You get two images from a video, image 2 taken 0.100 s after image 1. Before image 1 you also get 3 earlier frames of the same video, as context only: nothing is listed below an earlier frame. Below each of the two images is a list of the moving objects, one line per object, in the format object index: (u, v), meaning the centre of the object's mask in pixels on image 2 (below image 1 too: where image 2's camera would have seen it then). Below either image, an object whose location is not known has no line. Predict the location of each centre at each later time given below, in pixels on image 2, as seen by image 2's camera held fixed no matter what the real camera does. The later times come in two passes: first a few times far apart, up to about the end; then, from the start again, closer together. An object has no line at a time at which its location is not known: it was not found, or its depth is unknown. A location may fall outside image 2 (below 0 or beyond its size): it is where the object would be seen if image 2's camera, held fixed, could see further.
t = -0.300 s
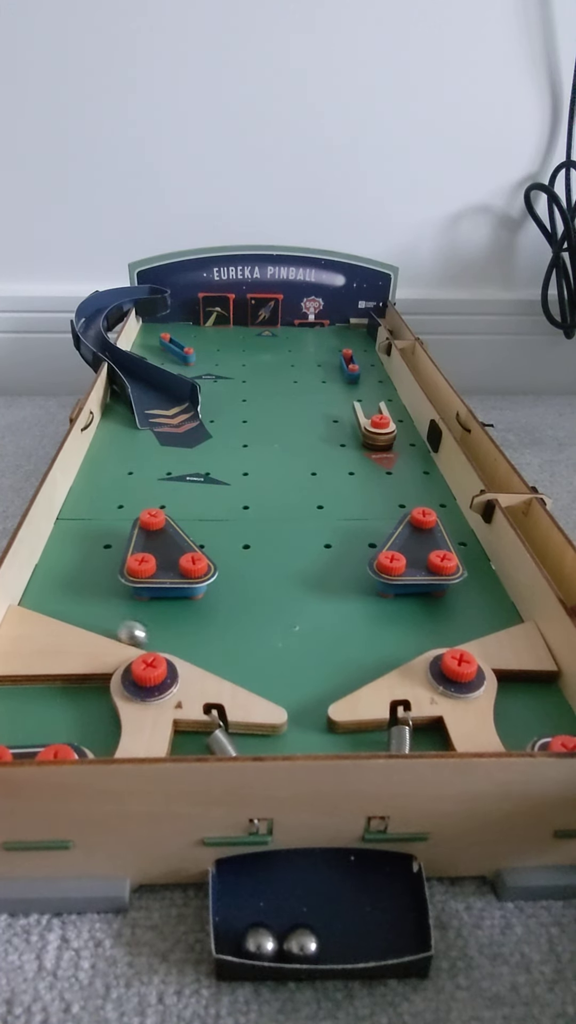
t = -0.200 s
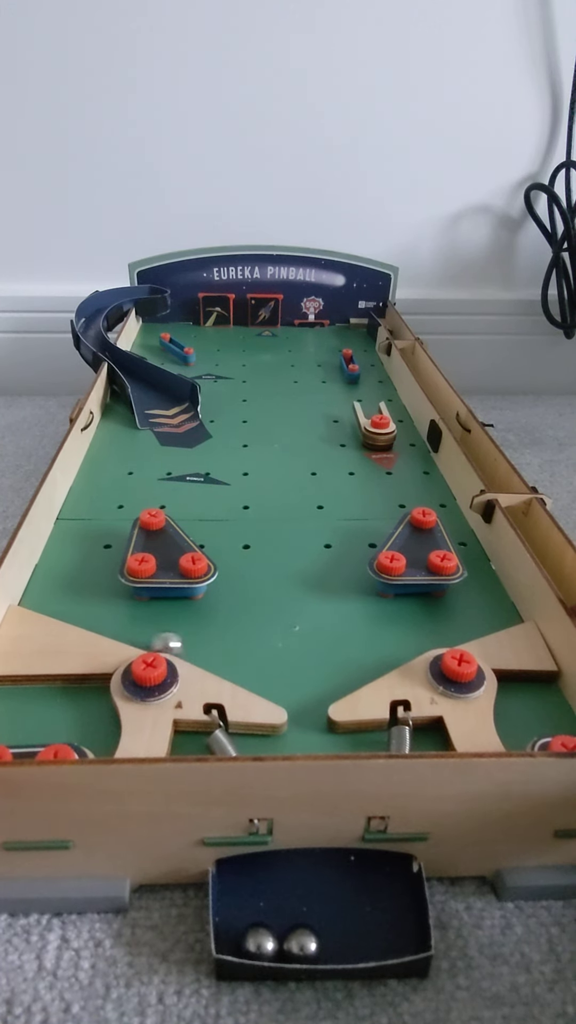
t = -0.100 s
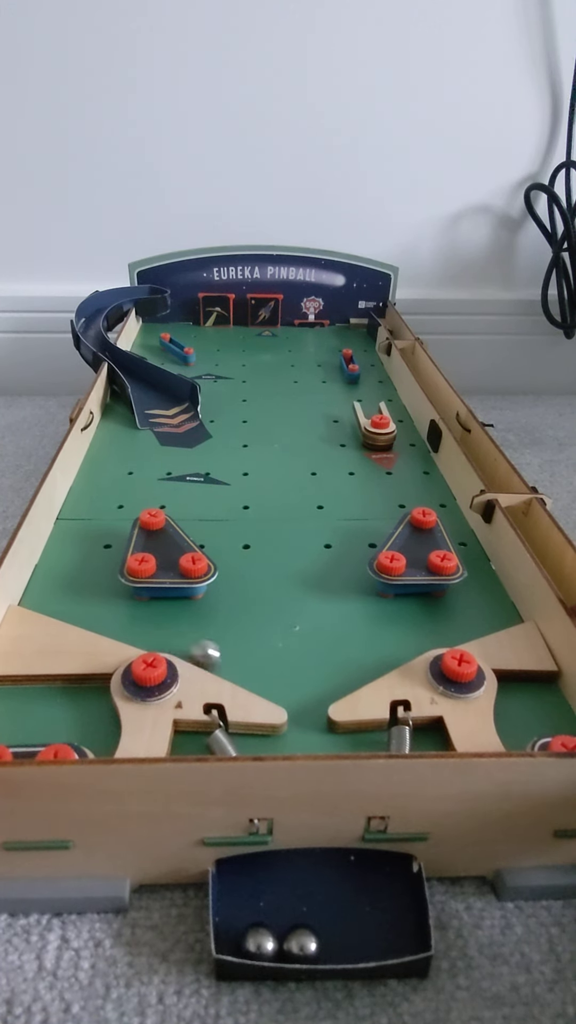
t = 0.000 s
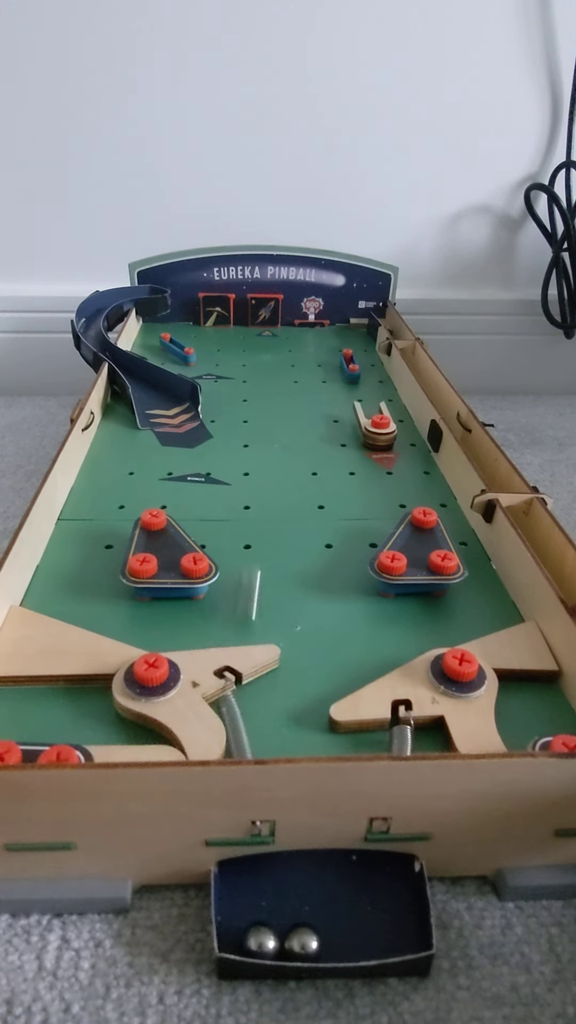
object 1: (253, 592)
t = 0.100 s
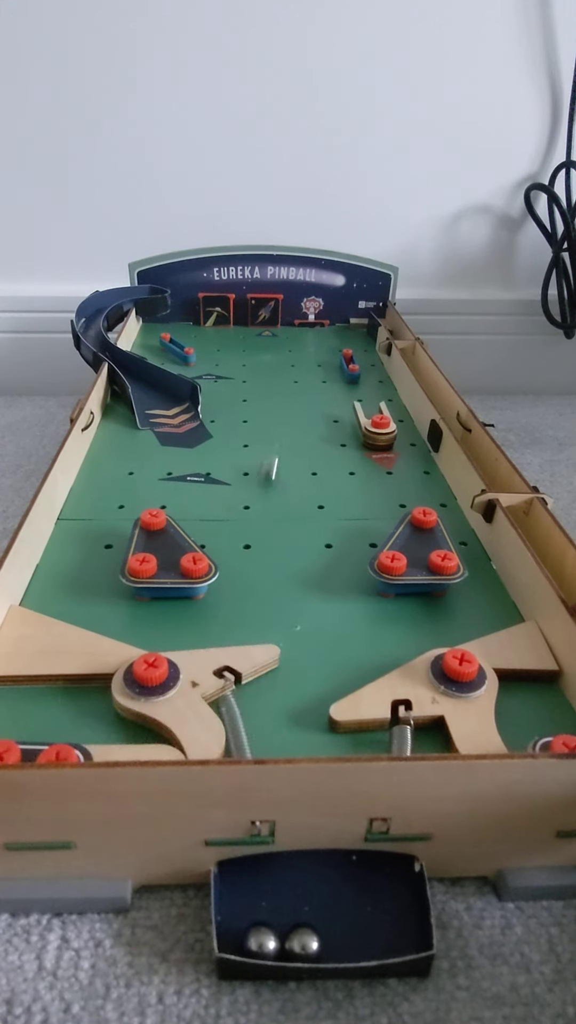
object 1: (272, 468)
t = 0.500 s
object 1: (315, 330)
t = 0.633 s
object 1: (323, 326)
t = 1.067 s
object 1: (358, 344)
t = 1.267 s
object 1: (371, 347)
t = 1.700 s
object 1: (402, 406)
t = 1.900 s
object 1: (398, 416)
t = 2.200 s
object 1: (448, 493)
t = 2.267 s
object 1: (469, 523)
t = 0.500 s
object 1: (315, 330)
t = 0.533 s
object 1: (318, 326)
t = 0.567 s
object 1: (320, 323)
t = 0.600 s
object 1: (321, 323)
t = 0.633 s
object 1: (323, 326)
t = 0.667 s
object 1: (324, 328)
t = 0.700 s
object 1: (326, 330)
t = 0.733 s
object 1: (329, 332)
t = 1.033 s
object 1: (356, 345)
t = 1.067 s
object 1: (358, 344)
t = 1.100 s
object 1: (362, 344)
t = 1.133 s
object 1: (365, 343)
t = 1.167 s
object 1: (368, 343)
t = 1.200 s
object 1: (370, 344)
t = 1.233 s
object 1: (370, 345)
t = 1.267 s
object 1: (371, 347)
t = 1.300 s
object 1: (372, 349)
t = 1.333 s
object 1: (372, 351)
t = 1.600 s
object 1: (382, 389)
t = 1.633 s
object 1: (384, 395)
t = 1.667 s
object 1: (390, 401)
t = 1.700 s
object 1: (402, 406)
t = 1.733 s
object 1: (401, 405)
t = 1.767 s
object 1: (398, 407)
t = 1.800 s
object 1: (398, 409)
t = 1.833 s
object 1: (397, 411)
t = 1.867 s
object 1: (397, 413)
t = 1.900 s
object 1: (398, 416)
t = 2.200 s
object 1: (448, 493)
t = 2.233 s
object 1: (458, 509)
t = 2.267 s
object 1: (469, 523)
